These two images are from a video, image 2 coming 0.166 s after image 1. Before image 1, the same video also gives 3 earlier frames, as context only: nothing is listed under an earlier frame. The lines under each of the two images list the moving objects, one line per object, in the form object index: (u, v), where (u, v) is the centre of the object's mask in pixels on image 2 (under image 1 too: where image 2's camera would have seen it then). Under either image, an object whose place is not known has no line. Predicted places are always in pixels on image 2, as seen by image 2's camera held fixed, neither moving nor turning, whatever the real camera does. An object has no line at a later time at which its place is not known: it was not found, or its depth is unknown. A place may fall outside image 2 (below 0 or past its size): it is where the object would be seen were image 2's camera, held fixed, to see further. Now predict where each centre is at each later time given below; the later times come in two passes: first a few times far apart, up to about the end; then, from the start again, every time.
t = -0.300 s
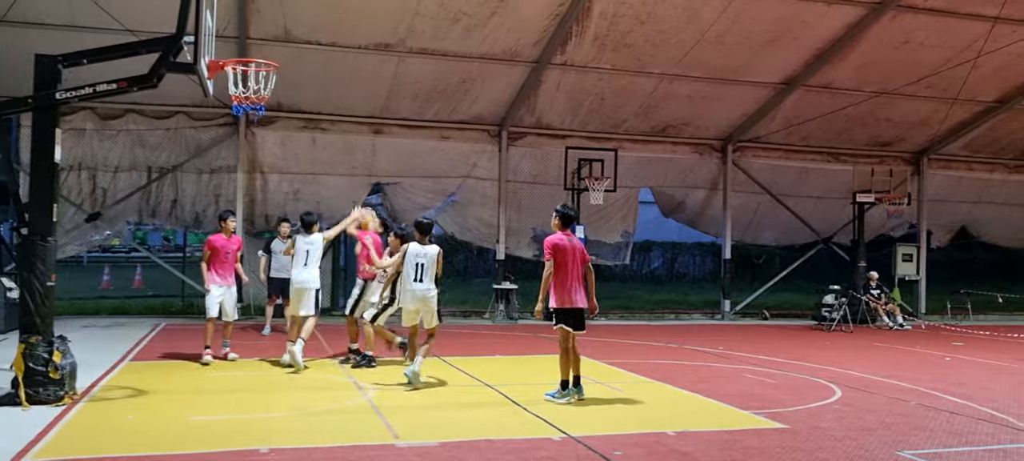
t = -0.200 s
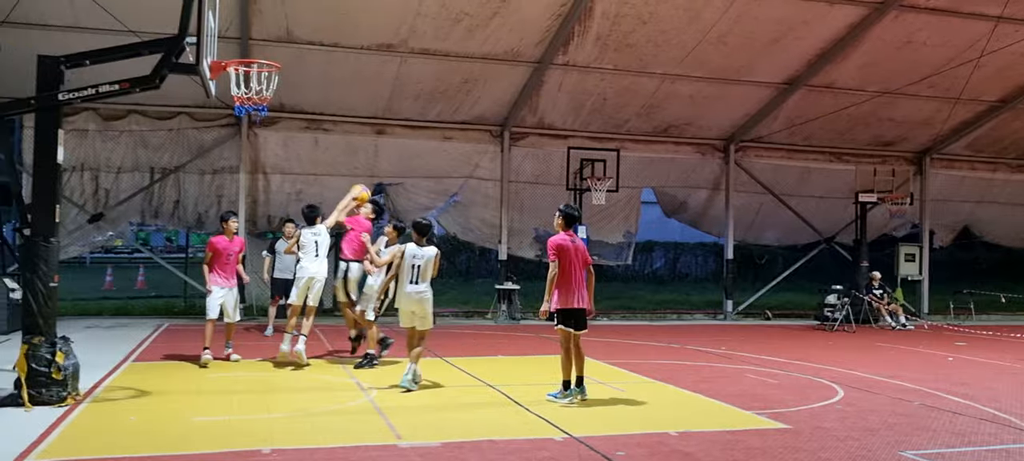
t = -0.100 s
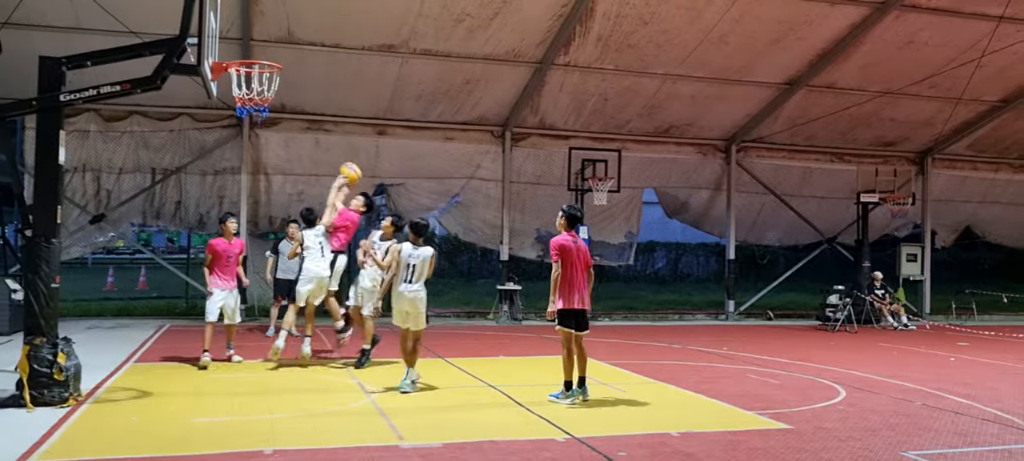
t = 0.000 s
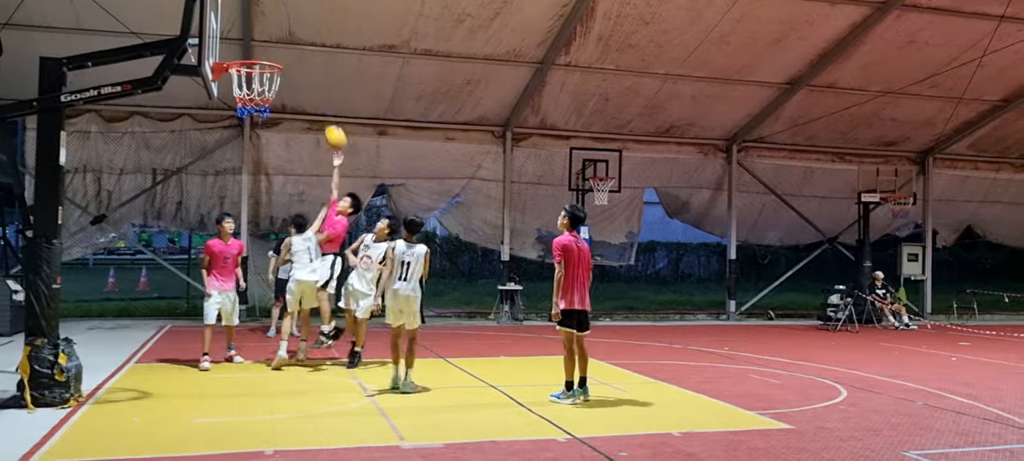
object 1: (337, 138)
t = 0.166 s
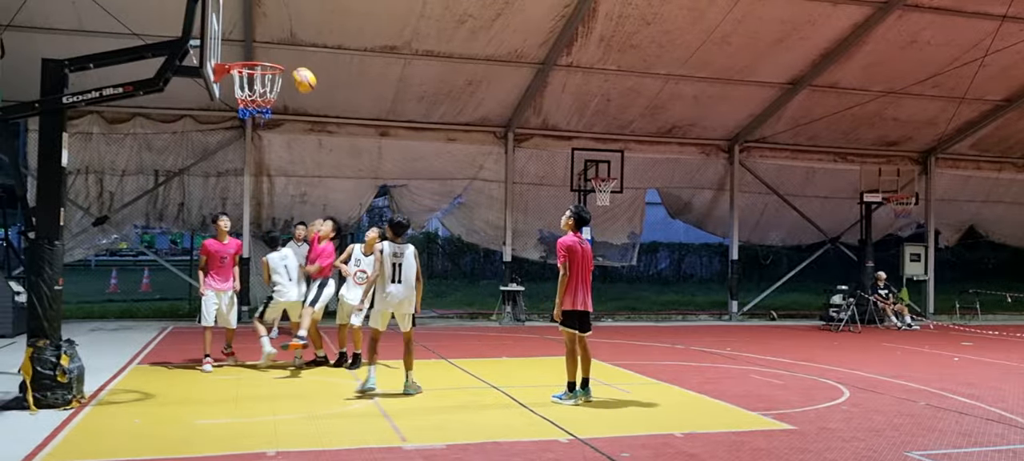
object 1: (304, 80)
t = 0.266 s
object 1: (281, 53)
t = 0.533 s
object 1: (240, 24)
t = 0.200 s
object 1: (296, 70)
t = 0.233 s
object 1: (290, 61)
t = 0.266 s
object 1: (281, 53)
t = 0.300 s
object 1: (274, 46)
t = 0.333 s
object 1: (265, 38)
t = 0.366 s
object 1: (257, 34)
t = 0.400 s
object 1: (248, 29)
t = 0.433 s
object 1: (239, 25)
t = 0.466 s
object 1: (229, 22)
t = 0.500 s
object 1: (233, 23)
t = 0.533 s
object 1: (240, 24)
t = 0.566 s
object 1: (246, 27)
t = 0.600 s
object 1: (254, 32)
